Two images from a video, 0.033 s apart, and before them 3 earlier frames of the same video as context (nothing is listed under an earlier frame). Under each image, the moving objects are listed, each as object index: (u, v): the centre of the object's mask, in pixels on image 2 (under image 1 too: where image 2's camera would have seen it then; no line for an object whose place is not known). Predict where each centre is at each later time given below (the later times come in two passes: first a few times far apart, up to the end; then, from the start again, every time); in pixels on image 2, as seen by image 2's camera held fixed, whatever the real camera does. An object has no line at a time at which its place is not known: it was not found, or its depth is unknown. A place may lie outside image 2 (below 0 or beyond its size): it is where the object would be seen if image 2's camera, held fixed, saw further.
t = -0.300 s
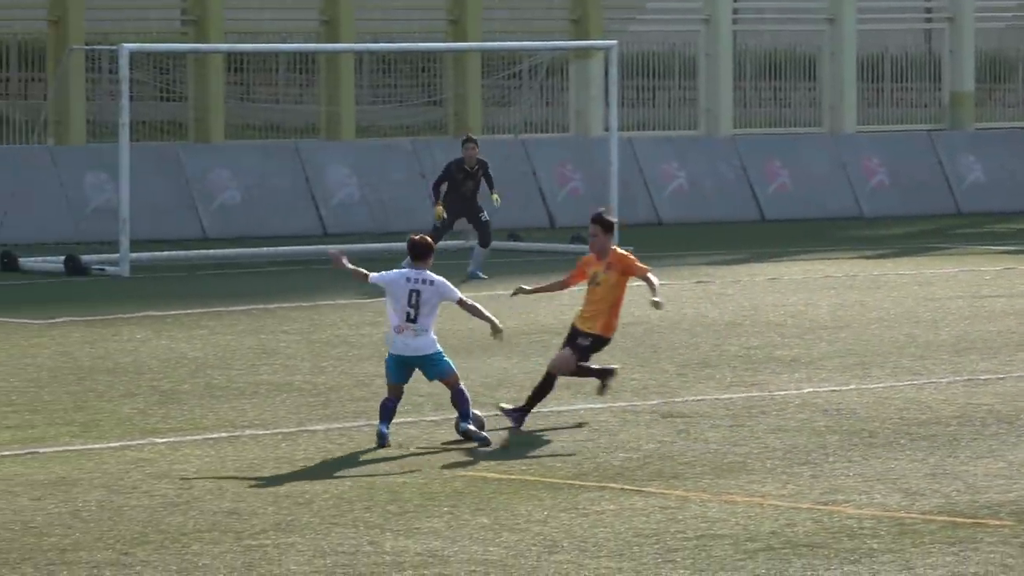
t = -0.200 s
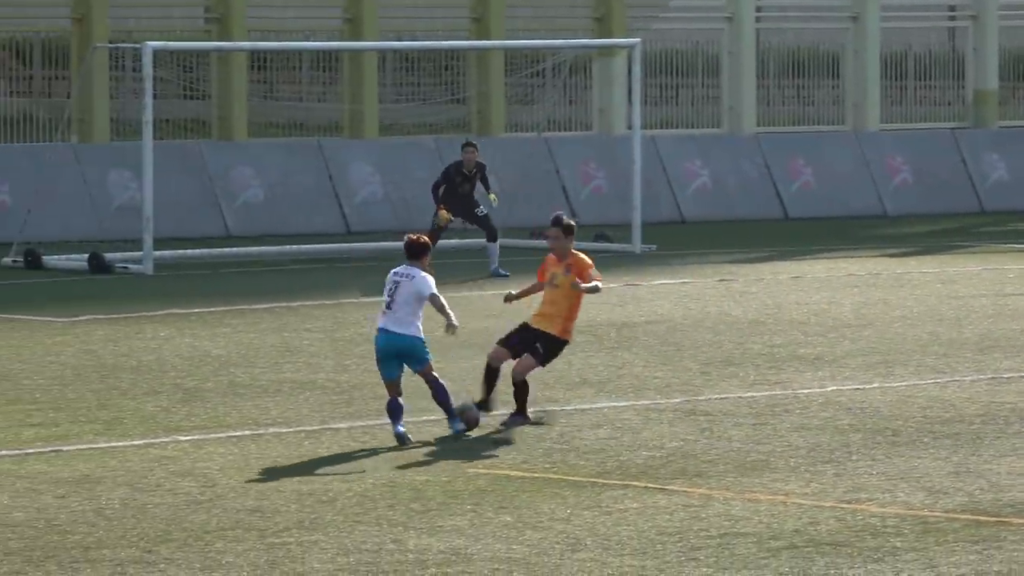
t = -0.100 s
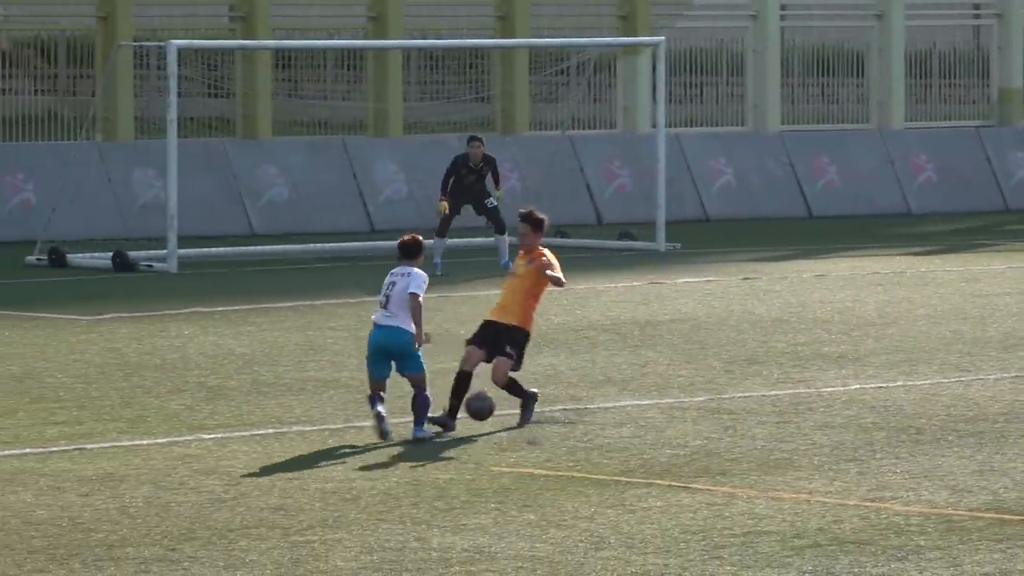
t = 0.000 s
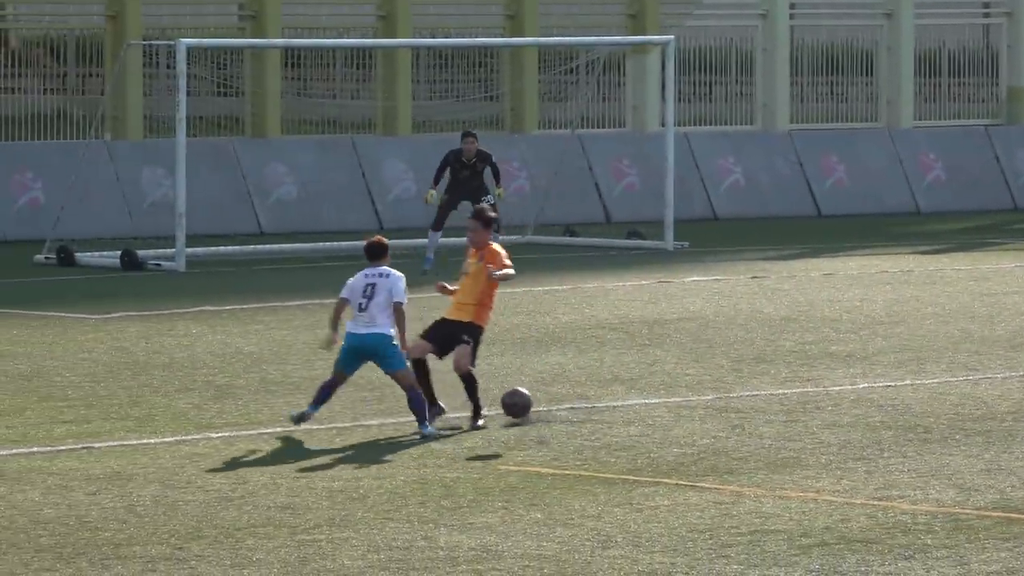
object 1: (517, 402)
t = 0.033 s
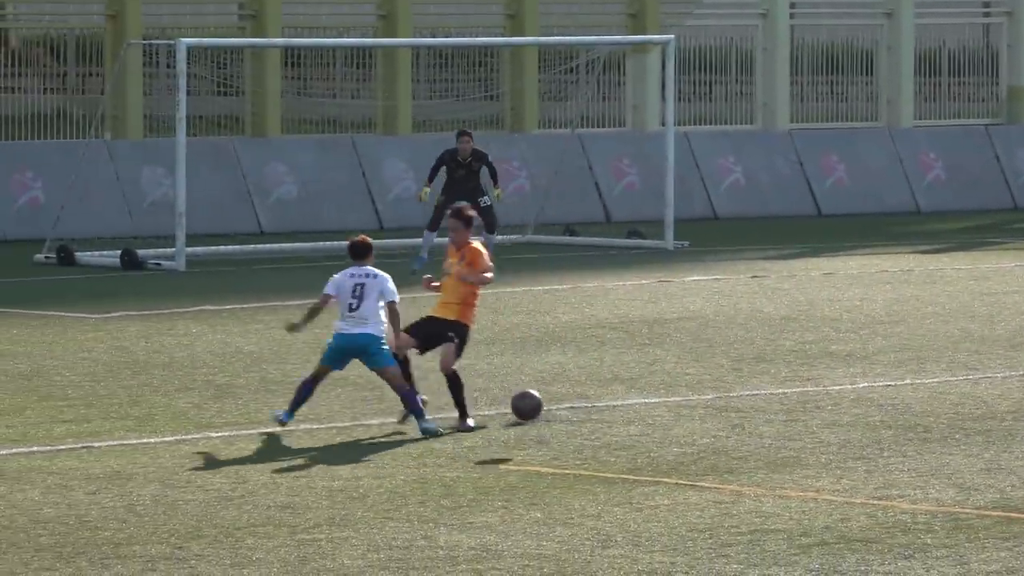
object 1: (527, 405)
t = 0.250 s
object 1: (604, 463)
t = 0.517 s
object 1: (695, 486)
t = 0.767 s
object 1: (774, 506)
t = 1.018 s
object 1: (854, 527)
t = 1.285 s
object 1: (945, 565)
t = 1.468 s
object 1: (1009, 585)
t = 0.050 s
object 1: (532, 407)
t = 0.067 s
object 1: (538, 409)
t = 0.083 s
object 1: (543, 412)
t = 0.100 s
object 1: (548, 415)
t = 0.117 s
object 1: (554, 418)
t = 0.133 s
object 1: (560, 422)
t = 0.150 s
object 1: (566, 427)
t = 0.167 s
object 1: (572, 432)
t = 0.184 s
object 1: (578, 437)
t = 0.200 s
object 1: (585, 442)
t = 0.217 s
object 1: (591, 448)
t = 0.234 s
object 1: (598, 455)
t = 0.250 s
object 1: (604, 463)
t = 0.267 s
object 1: (610, 468)
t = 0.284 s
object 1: (615, 465)
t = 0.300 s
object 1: (621, 464)
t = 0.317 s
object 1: (626, 463)
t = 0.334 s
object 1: (632, 462)
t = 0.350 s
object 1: (637, 462)
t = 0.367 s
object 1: (643, 462)
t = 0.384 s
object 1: (648, 463)
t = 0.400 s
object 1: (654, 464)
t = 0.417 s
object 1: (660, 466)
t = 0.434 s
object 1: (665, 468)
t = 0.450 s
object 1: (671, 471)
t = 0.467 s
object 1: (677, 474)
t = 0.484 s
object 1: (683, 478)
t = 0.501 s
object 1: (689, 482)
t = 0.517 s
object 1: (695, 486)
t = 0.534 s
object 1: (701, 491)
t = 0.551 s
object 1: (707, 497)
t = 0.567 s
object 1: (713, 501)
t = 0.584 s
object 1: (717, 499)
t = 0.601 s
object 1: (723, 497)
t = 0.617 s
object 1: (727, 496)
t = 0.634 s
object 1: (732, 495)
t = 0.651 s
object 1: (738, 495)
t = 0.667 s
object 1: (743, 495)
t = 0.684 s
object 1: (748, 496)
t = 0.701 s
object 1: (753, 497)
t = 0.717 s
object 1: (758, 498)
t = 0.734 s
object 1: (763, 501)
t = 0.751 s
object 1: (769, 503)
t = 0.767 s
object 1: (774, 506)
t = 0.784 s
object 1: (779, 510)
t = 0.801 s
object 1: (784, 513)
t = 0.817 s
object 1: (790, 518)
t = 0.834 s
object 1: (795, 523)
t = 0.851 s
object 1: (801, 527)
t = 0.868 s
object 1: (806, 525)
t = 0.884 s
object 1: (811, 523)
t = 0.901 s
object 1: (816, 522)
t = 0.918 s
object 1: (821, 521)
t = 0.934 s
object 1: (827, 521)
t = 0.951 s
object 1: (832, 521)
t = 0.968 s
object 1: (838, 522)
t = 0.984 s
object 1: (843, 523)
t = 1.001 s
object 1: (849, 525)
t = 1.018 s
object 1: (854, 527)
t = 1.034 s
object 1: (859, 530)
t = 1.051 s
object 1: (865, 533)
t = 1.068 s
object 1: (870, 536)
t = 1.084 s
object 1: (875, 541)
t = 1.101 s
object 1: (881, 545)
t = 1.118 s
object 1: (887, 550)
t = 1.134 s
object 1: (893, 552)
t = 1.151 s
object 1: (899, 551)
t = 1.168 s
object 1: (904, 551)
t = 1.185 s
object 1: (909, 551)
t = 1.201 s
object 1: (915, 552)
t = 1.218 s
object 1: (922, 553)
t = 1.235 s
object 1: (927, 556)
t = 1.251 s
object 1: (933, 558)
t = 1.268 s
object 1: (940, 562)
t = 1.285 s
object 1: (945, 565)
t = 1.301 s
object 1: (950, 569)
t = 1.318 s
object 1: (956, 569)
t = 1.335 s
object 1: (962, 569)
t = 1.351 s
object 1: (967, 568)
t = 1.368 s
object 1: (973, 569)
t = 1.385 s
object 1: (980, 570)
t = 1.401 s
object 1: (985, 572)
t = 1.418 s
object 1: (991, 575)
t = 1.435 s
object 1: (996, 578)
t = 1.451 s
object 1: (1003, 581)
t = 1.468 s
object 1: (1009, 585)
